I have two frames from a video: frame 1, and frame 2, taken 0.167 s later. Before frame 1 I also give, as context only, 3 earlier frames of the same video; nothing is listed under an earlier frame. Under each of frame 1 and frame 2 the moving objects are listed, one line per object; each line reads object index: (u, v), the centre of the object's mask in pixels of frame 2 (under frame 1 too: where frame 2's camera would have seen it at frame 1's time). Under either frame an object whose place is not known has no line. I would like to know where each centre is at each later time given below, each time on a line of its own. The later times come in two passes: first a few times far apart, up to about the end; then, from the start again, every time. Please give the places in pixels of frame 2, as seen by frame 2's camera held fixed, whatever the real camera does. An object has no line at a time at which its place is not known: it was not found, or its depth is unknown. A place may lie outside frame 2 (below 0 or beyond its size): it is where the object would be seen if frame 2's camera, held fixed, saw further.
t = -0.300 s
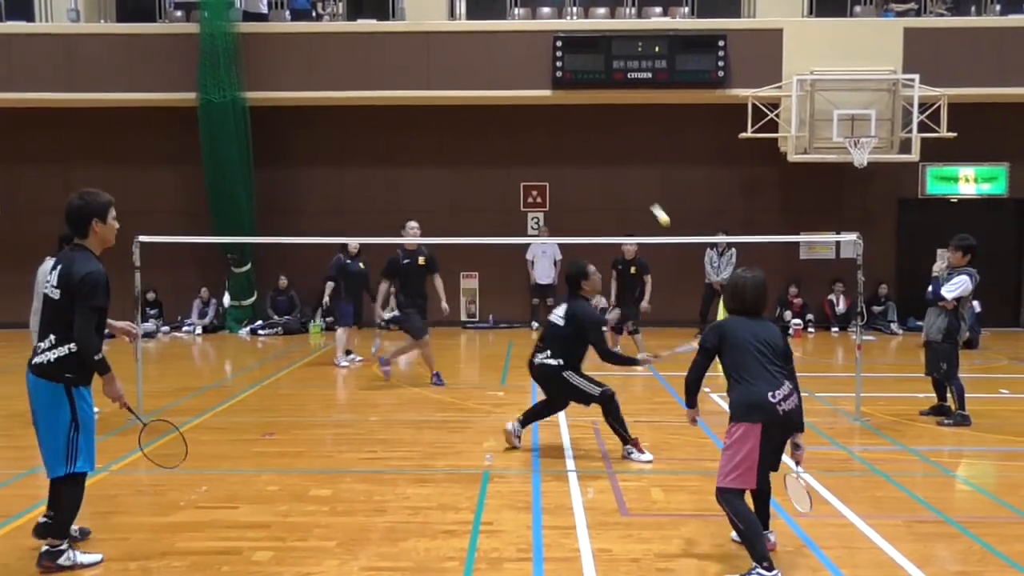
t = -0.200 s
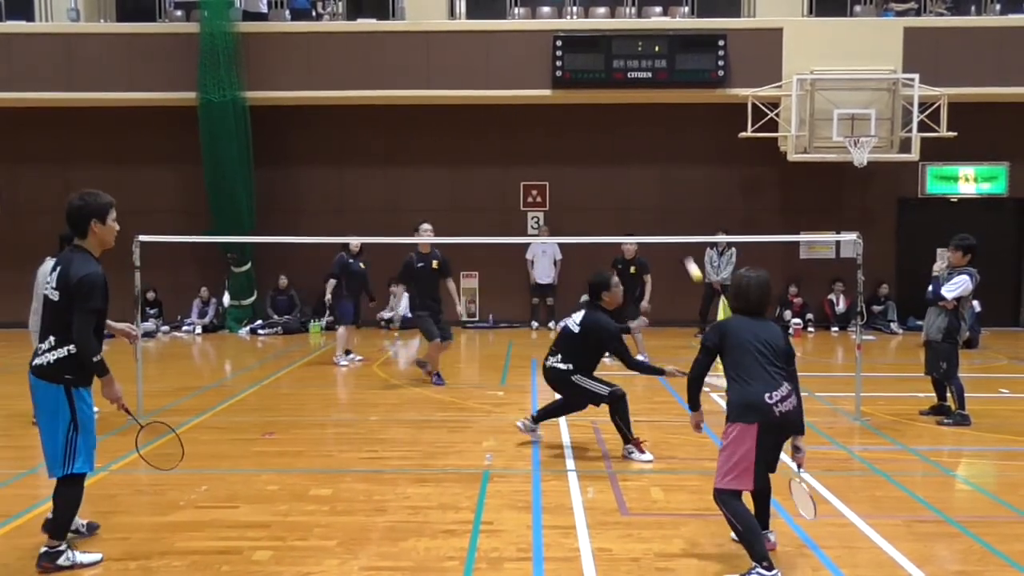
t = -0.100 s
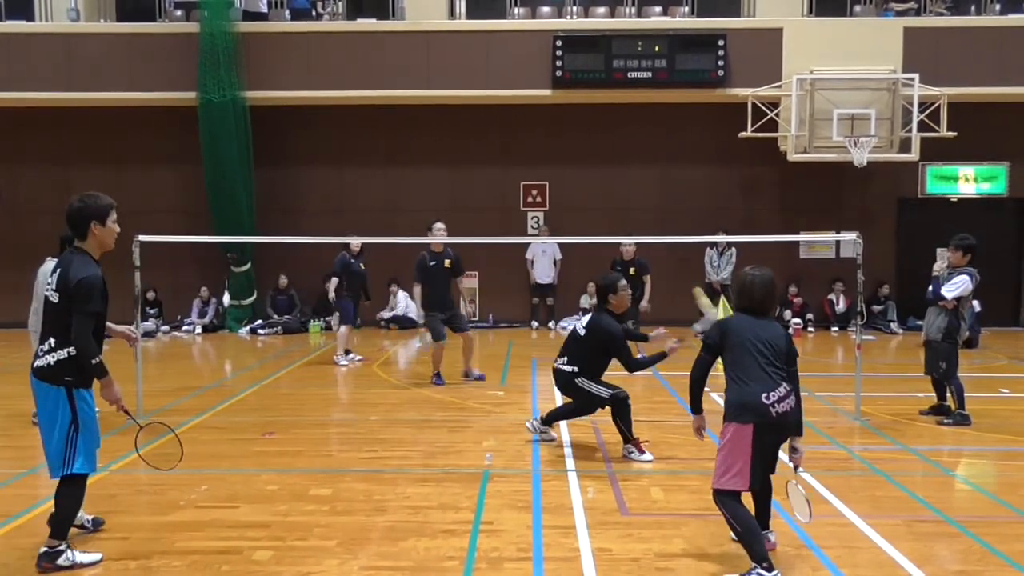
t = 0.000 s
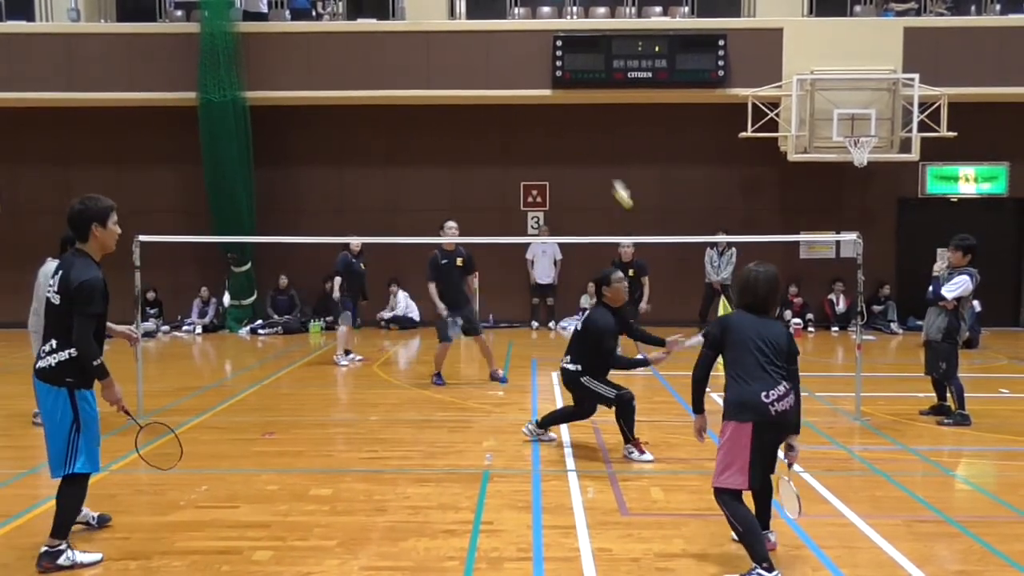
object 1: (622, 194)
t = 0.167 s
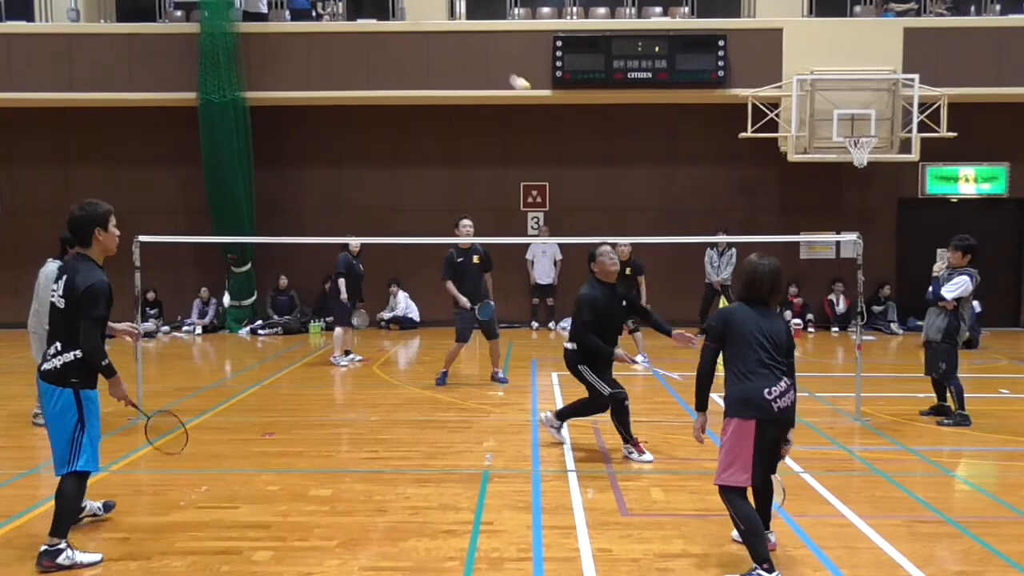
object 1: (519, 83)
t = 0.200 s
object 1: (503, 68)
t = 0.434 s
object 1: (407, 22)
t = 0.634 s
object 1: (339, 38)
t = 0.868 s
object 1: (277, 121)
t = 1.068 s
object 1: (234, 224)
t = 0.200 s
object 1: (503, 68)
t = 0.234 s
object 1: (489, 55)
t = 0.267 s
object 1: (474, 45)
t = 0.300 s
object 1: (460, 38)
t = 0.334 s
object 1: (446, 31)
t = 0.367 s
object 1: (435, 27)
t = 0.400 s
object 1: (419, 24)
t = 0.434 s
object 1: (407, 22)
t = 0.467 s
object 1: (396, 16)
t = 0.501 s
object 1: (385, 18)
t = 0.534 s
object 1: (373, 20)
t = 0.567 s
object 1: (359, 26)
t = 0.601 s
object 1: (348, 32)
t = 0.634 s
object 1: (339, 38)
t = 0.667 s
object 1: (329, 46)
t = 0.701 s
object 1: (320, 56)
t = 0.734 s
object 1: (312, 67)
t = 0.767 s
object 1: (302, 79)
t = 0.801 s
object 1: (295, 92)
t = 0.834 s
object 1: (284, 107)
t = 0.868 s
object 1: (277, 121)
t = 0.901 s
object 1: (269, 136)
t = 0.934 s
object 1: (261, 152)
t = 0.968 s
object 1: (254, 169)
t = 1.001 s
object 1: (247, 187)
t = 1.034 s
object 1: (240, 205)
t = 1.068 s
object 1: (234, 224)
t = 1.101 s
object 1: (228, 245)
